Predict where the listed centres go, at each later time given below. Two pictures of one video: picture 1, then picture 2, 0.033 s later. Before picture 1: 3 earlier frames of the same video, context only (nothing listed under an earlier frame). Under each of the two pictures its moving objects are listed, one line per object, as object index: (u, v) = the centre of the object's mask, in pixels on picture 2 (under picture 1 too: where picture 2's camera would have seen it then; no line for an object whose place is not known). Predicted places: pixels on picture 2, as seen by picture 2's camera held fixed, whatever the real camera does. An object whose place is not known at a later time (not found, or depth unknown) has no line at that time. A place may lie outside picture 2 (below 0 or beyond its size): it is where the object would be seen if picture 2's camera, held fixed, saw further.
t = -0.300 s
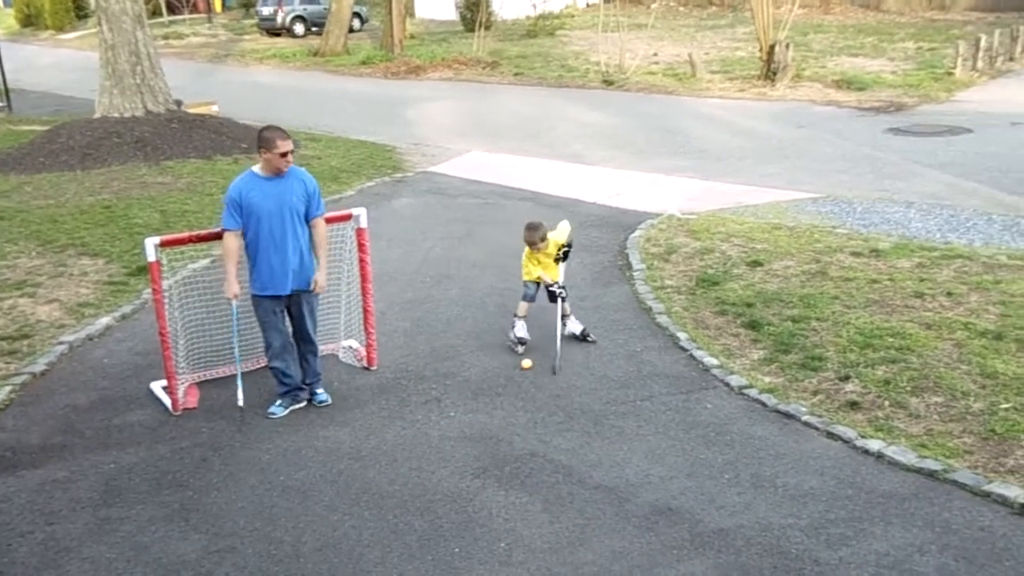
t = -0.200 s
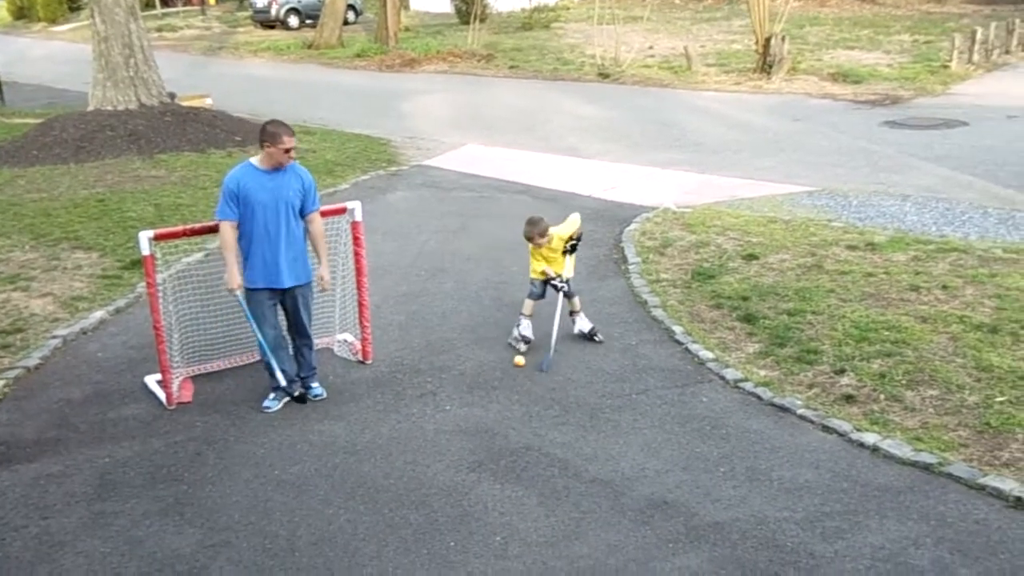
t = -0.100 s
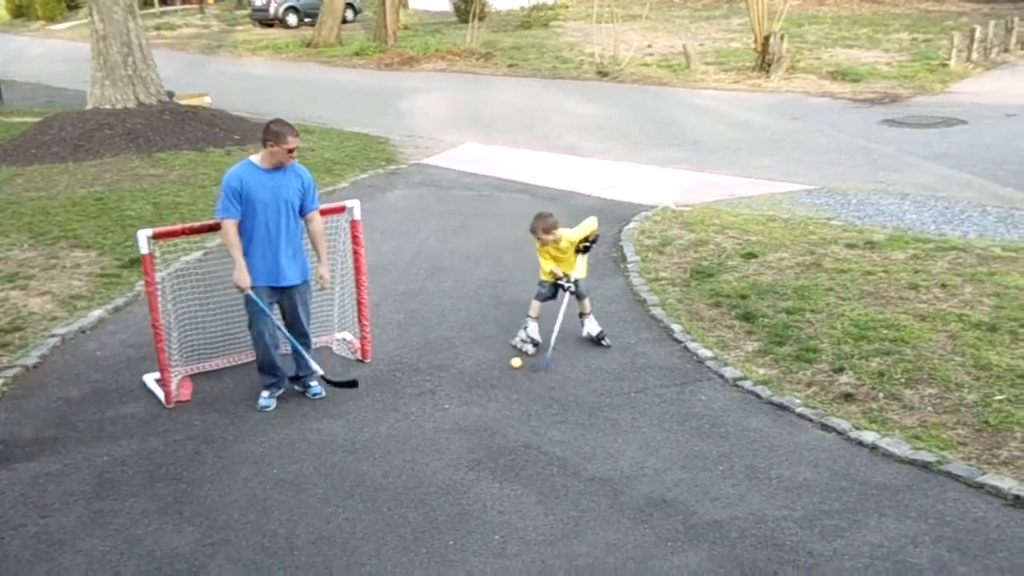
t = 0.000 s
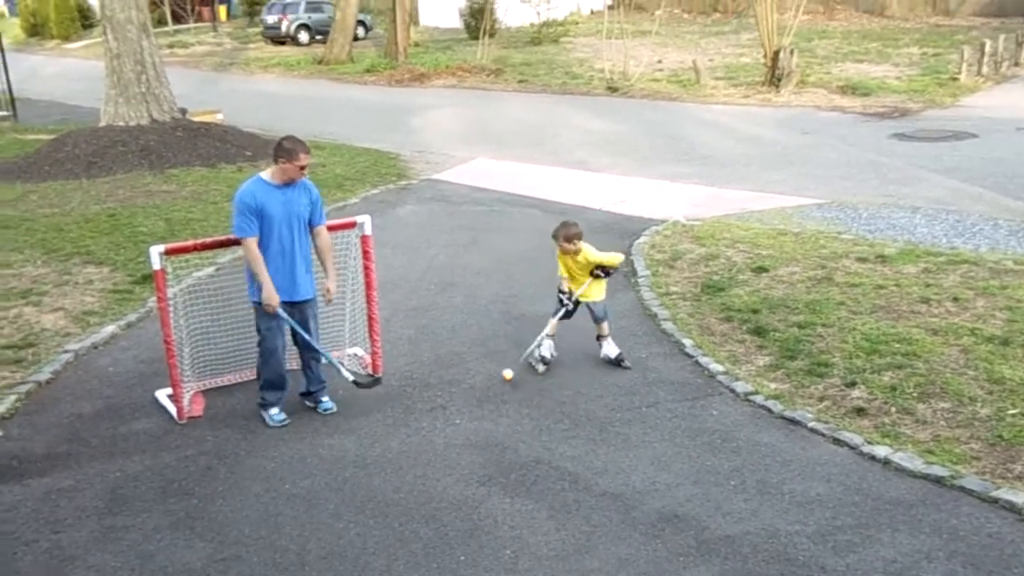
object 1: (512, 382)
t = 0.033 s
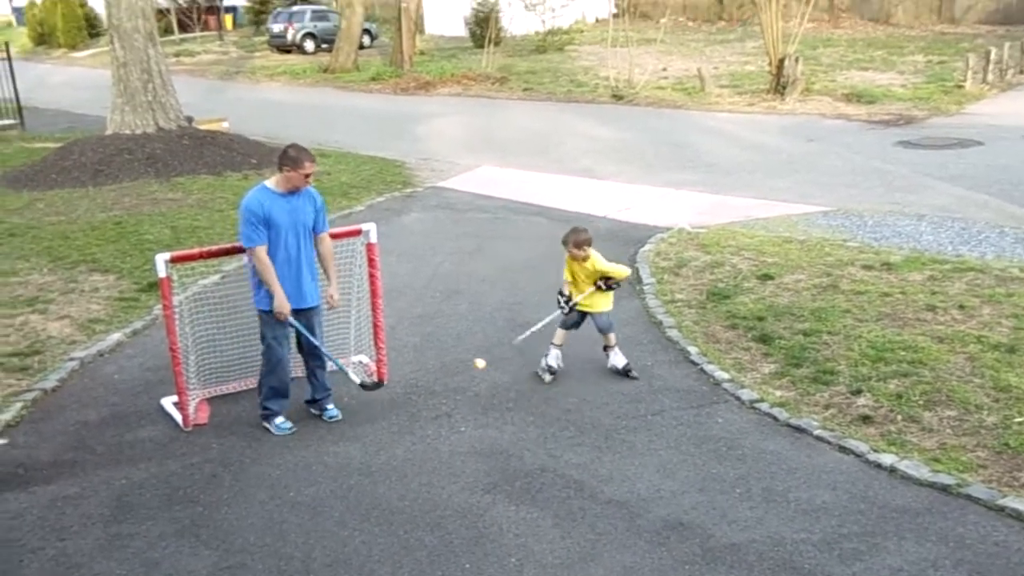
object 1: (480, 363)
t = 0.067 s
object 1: (443, 339)
